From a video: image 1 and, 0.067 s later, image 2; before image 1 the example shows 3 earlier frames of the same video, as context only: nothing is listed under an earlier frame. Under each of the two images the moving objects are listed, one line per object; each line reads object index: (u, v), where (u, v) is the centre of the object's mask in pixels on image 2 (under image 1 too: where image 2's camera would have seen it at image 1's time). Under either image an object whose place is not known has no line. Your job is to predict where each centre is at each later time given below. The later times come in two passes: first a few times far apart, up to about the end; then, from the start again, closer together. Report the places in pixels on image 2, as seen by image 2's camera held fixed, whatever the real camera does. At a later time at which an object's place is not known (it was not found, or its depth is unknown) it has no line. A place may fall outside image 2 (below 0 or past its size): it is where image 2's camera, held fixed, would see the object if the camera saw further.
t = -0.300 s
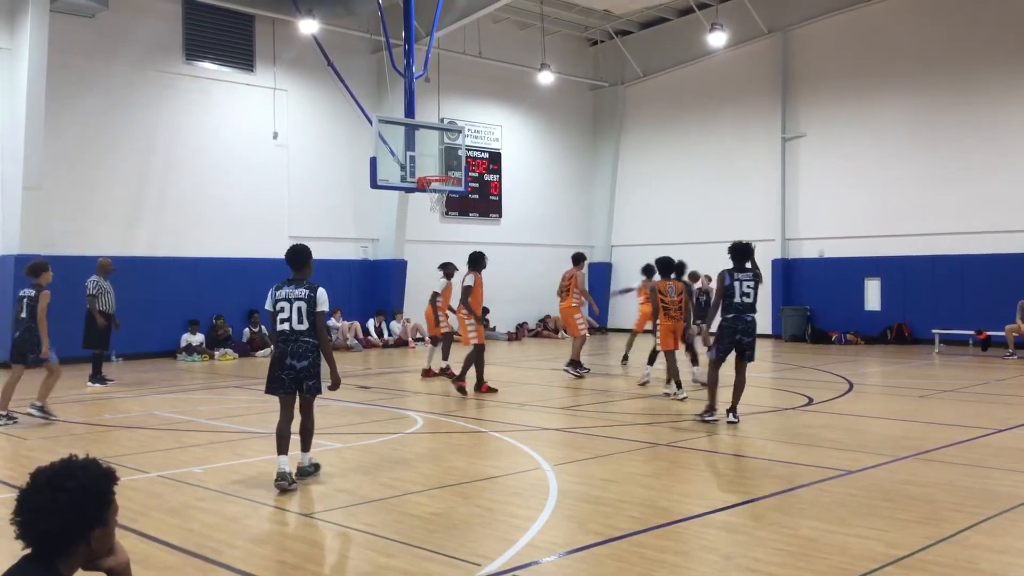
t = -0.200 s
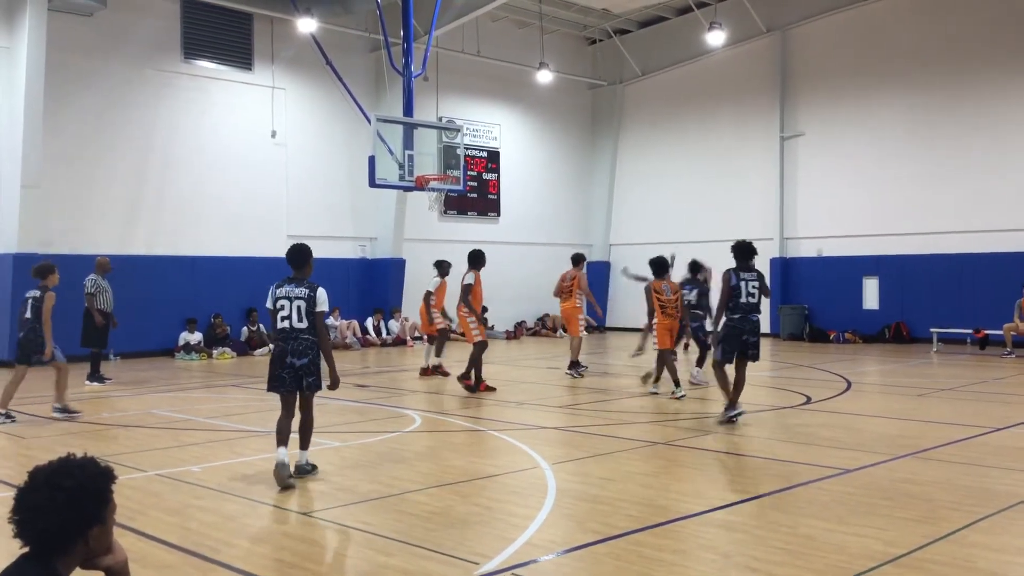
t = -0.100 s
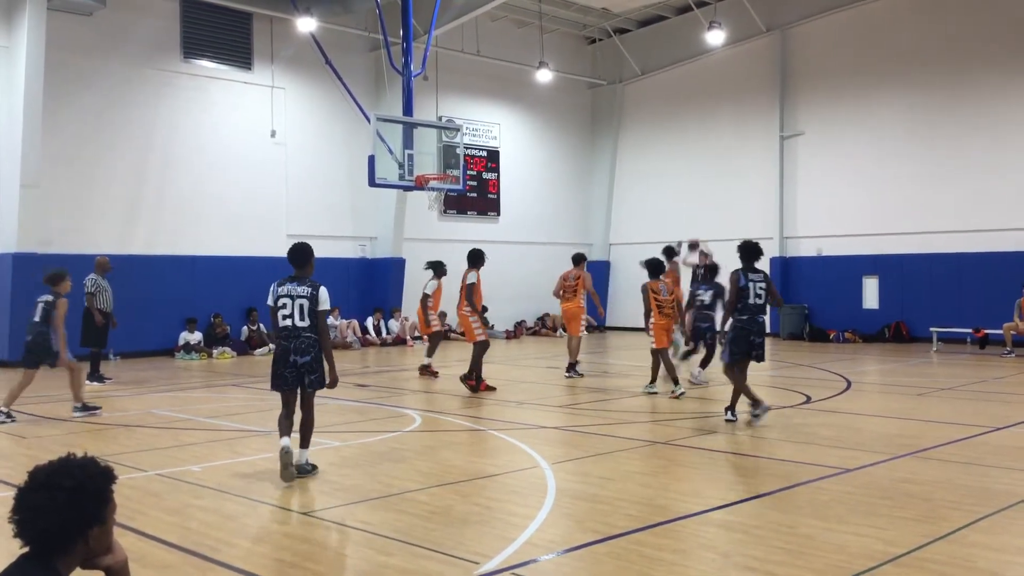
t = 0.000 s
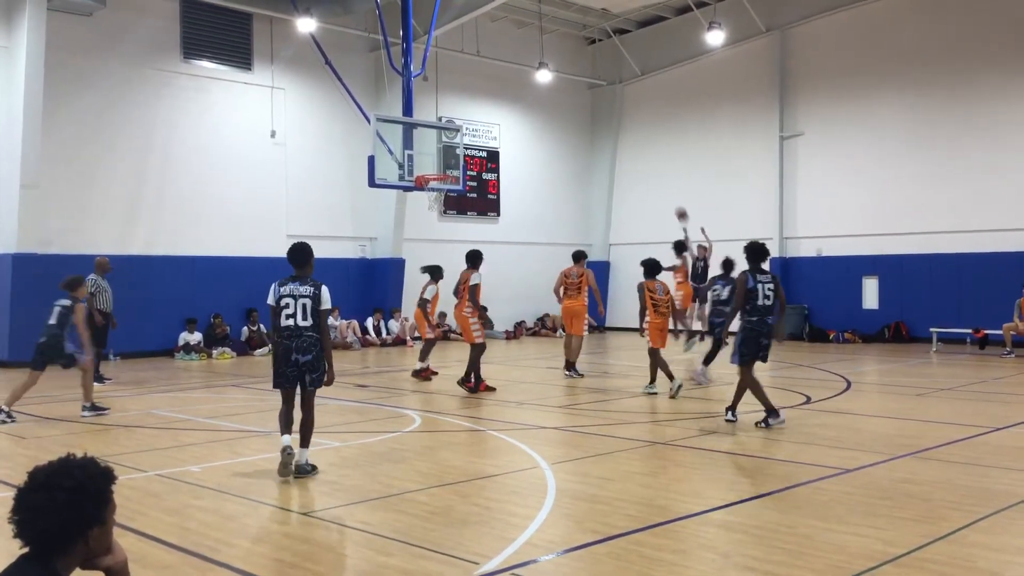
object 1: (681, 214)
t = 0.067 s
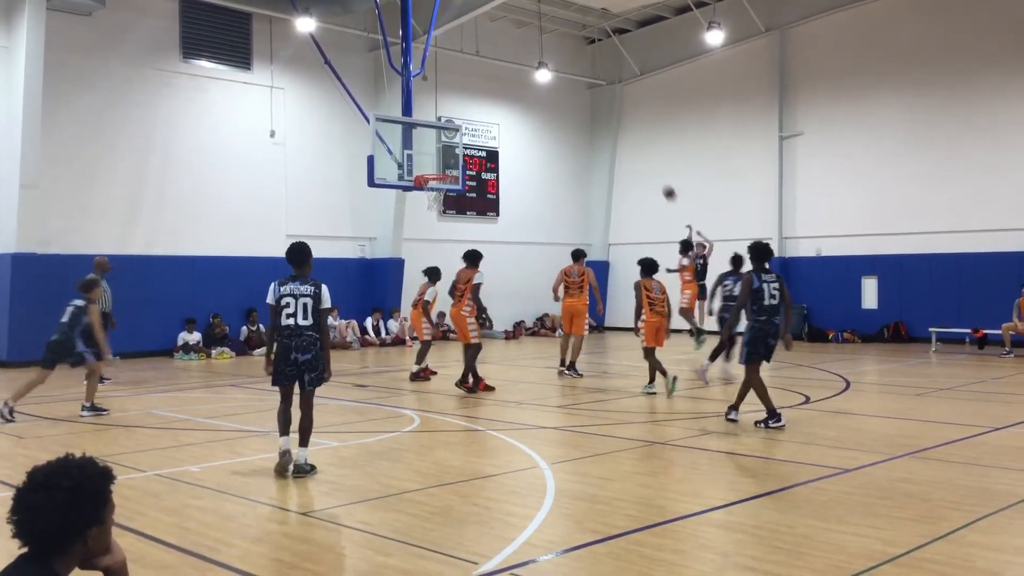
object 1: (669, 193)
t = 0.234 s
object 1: (639, 148)
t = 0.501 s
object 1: (589, 103)
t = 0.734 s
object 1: (541, 95)
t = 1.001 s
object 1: (482, 123)
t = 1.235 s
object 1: (427, 186)
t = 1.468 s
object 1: (413, 199)
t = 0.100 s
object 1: (663, 182)
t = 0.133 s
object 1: (657, 173)
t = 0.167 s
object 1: (651, 164)
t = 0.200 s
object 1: (645, 155)
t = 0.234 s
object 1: (639, 148)
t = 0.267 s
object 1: (633, 140)
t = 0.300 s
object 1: (626, 133)
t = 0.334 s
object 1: (620, 127)
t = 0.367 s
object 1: (614, 121)
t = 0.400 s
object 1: (607, 115)
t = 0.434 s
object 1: (602, 111)
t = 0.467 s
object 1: (595, 106)
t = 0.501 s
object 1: (589, 103)
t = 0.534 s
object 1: (582, 100)
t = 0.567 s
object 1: (575, 97)
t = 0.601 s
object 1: (568, 95)
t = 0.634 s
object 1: (562, 94)
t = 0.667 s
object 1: (555, 93)
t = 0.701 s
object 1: (548, 94)
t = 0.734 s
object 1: (541, 95)
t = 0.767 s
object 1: (533, 96)
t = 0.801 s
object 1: (526, 98)
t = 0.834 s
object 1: (519, 100)
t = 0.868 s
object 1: (512, 103)
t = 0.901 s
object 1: (505, 107)
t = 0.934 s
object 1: (497, 112)
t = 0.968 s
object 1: (489, 117)
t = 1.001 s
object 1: (482, 123)
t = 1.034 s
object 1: (474, 130)
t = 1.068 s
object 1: (466, 138)
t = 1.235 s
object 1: (427, 186)
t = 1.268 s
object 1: (423, 192)
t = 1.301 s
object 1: (421, 192)
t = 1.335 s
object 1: (419, 192)
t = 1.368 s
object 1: (418, 192)
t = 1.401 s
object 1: (416, 193)
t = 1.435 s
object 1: (414, 195)
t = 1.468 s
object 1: (413, 199)
